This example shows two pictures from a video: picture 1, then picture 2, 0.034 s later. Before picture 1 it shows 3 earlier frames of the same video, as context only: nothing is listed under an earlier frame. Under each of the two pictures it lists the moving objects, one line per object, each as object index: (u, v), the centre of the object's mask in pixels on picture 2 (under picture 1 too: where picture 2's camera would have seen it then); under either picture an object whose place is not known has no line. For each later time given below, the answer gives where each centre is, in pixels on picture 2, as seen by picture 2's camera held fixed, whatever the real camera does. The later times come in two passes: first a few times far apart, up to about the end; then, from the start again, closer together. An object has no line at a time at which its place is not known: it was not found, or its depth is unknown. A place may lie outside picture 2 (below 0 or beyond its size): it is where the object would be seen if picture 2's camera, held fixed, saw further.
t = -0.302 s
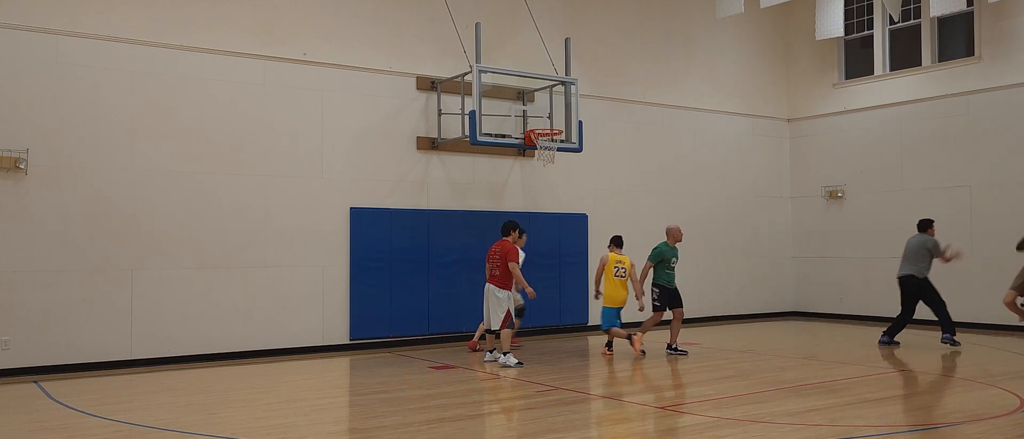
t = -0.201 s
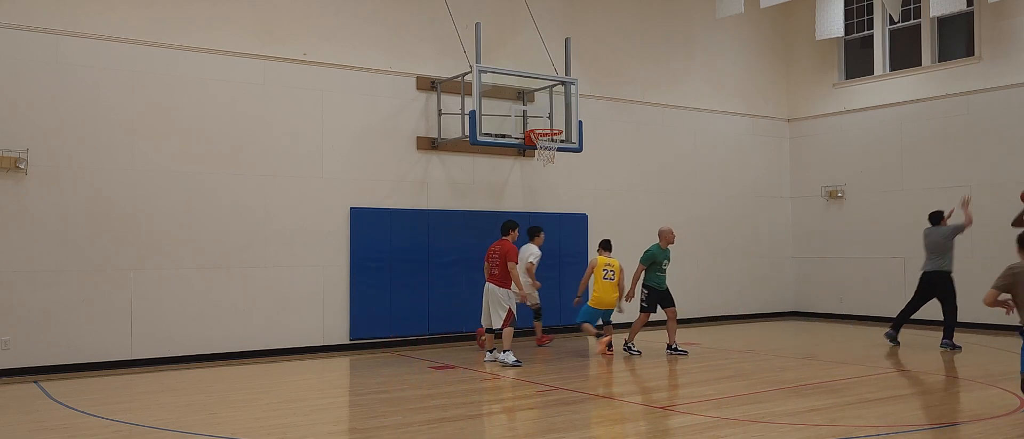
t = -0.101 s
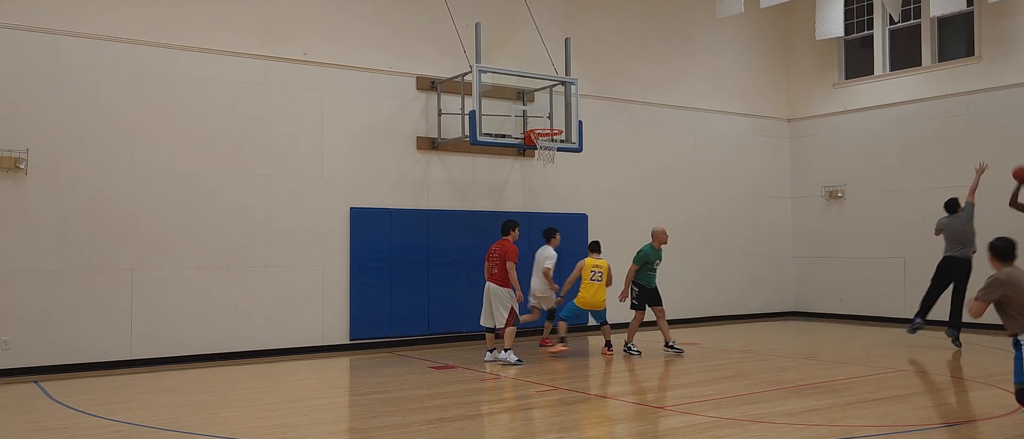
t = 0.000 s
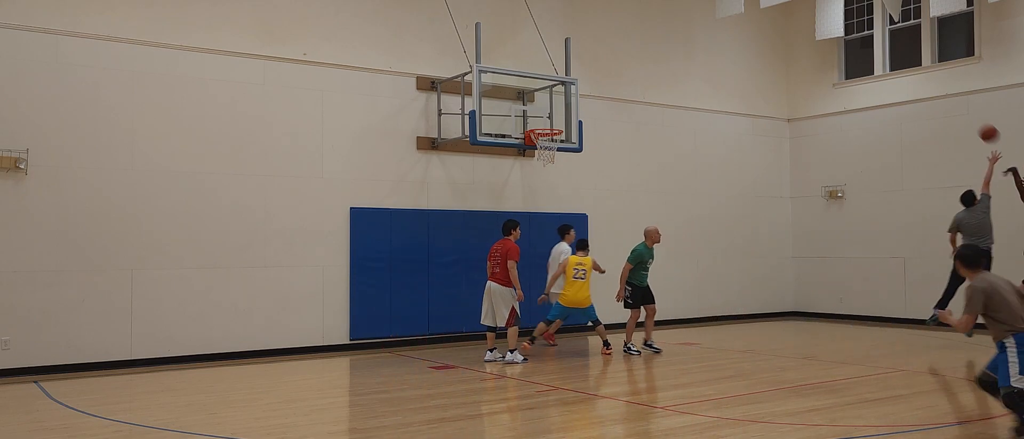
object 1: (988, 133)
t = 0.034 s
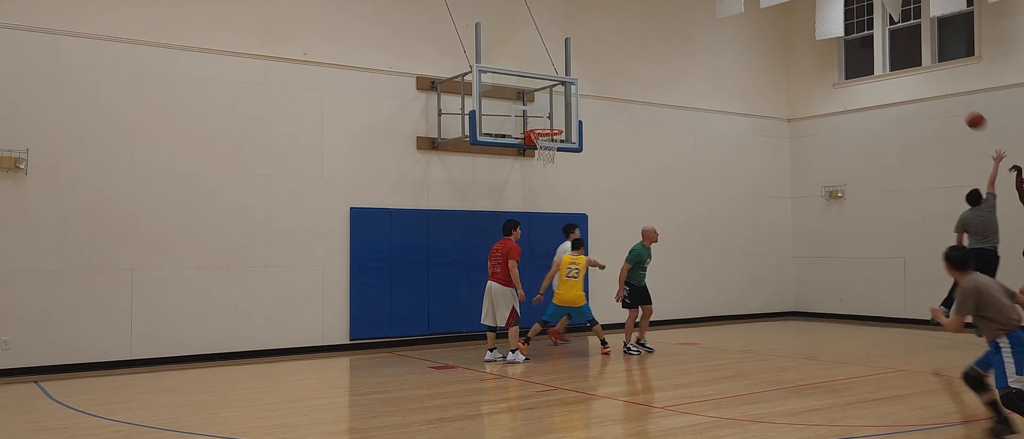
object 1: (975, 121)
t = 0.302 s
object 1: (870, 45)
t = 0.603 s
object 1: (757, 20)
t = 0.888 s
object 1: (650, 52)
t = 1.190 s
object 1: (552, 115)
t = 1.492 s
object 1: (514, 106)
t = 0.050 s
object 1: (968, 115)
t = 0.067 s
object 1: (962, 109)
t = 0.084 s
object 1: (955, 103)
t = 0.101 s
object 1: (949, 98)
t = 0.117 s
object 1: (942, 92)
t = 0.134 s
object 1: (936, 87)
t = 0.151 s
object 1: (929, 82)
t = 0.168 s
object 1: (923, 77)
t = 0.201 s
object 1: (909, 68)
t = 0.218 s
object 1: (903, 64)
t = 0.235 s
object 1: (897, 60)
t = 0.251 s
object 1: (891, 56)
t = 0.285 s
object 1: (877, 49)
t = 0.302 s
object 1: (870, 45)
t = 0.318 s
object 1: (865, 43)
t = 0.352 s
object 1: (852, 37)
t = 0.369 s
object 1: (846, 35)
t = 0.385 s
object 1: (840, 33)
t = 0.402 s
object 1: (832, 31)
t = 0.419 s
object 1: (827, 29)
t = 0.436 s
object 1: (820, 27)
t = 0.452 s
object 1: (813, 25)
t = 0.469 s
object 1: (807, 24)
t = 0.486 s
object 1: (801, 23)
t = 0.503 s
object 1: (795, 22)
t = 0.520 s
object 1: (788, 21)
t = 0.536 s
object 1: (782, 21)
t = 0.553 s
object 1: (776, 20)
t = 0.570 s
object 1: (769, 20)
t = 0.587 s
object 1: (763, 20)
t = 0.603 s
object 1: (757, 20)
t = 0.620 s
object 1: (750, 21)
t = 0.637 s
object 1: (744, 21)
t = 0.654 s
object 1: (738, 21)
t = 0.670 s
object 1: (732, 23)
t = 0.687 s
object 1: (725, 24)
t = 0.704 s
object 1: (719, 25)
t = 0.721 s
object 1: (713, 27)
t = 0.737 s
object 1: (707, 28)
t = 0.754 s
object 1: (700, 30)
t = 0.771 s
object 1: (694, 32)
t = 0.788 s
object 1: (688, 34)
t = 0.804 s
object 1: (681, 37)
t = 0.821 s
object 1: (675, 39)
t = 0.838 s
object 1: (669, 42)
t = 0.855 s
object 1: (662, 45)
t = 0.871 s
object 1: (656, 48)
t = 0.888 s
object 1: (650, 52)
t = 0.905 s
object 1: (644, 55)
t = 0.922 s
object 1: (637, 59)
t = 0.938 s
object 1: (631, 63)
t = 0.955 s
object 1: (625, 67)
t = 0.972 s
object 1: (619, 71)
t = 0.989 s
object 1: (613, 76)
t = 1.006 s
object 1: (606, 80)
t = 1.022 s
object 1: (600, 85)
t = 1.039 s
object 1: (594, 90)
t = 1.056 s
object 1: (588, 95)
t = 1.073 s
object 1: (582, 101)
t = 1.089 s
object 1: (575, 107)
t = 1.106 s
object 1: (569, 113)
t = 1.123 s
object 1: (563, 118)
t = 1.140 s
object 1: (558, 122)
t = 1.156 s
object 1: (556, 120)
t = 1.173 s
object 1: (554, 118)
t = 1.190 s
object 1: (552, 115)
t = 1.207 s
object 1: (550, 113)
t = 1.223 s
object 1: (548, 111)
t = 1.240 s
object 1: (546, 110)
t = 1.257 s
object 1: (543, 108)
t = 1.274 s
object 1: (542, 106)
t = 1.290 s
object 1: (539, 105)
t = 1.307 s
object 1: (537, 104)
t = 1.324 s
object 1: (535, 103)
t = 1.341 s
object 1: (533, 103)
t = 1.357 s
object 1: (531, 103)
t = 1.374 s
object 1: (529, 102)
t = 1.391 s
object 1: (526, 102)
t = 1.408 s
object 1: (525, 102)
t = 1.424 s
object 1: (522, 103)
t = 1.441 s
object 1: (520, 103)
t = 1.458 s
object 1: (518, 104)
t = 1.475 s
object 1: (516, 105)
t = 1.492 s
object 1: (514, 106)
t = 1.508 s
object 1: (512, 108)
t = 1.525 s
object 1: (510, 109)
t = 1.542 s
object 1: (508, 111)
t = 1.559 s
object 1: (506, 113)
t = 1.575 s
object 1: (504, 115)
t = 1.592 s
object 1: (502, 117)
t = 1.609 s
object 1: (499, 120)
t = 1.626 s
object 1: (498, 122)
